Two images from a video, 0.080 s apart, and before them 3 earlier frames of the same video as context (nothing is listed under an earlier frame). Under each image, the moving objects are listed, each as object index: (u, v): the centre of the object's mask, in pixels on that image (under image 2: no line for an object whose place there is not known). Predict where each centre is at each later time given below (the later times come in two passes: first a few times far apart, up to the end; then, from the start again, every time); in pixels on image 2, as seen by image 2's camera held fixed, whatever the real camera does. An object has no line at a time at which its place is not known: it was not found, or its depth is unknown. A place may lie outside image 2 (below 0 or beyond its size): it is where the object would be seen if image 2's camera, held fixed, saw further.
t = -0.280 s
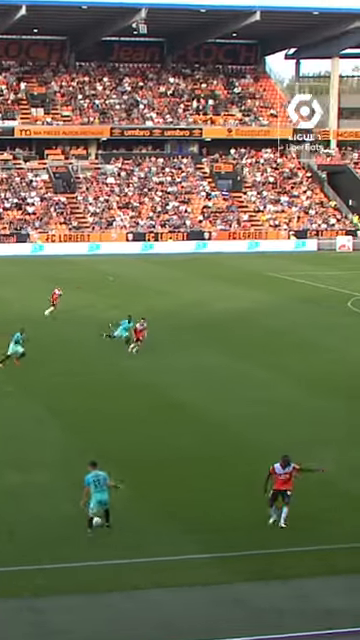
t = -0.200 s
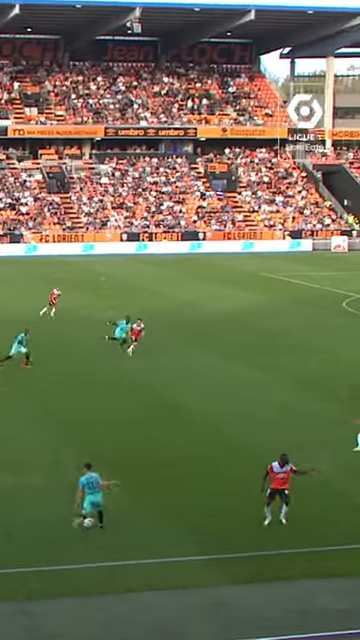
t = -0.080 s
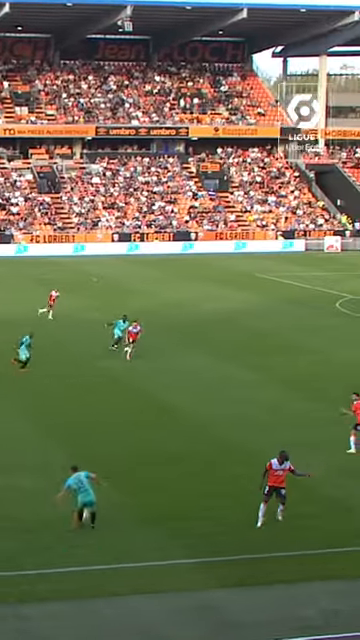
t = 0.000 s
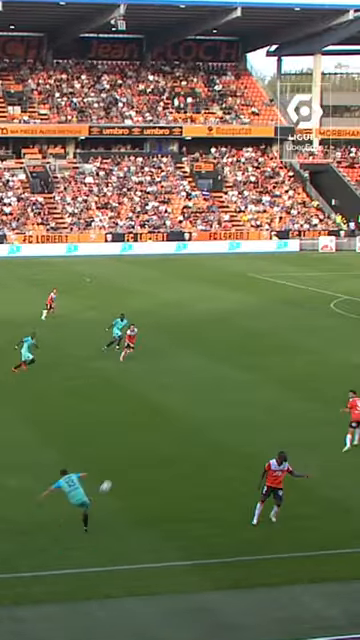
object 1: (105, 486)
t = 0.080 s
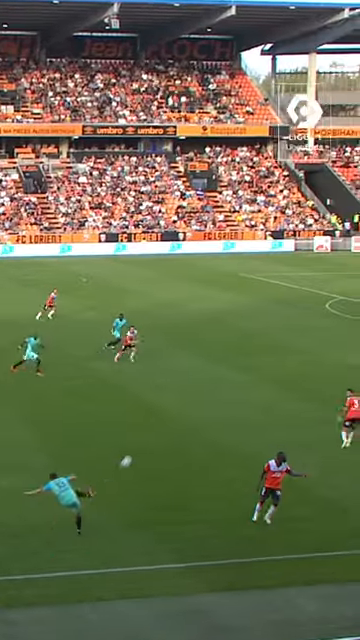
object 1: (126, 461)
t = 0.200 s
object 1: (166, 430)
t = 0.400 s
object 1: (222, 398)
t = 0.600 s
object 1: (273, 386)
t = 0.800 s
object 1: (320, 386)
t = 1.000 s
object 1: (364, 396)
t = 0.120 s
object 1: (140, 449)
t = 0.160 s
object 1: (153, 439)
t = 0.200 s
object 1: (166, 430)
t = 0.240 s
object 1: (177, 422)
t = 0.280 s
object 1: (188, 415)
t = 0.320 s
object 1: (200, 408)
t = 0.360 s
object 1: (211, 403)
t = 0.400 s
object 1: (222, 398)
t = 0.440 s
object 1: (232, 395)
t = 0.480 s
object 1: (243, 391)
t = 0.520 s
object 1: (253, 389)
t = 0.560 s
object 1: (263, 387)
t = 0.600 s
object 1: (273, 386)
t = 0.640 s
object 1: (283, 385)
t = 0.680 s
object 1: (292, 385)
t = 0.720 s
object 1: (301, 385)
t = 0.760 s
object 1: (311, 385)
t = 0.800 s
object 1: (320, 386)
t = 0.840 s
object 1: (329, 388)
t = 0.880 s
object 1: (338, 390)
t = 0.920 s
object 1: (347, 392)
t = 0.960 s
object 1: (356, 395)
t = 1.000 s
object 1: (364, 396)
